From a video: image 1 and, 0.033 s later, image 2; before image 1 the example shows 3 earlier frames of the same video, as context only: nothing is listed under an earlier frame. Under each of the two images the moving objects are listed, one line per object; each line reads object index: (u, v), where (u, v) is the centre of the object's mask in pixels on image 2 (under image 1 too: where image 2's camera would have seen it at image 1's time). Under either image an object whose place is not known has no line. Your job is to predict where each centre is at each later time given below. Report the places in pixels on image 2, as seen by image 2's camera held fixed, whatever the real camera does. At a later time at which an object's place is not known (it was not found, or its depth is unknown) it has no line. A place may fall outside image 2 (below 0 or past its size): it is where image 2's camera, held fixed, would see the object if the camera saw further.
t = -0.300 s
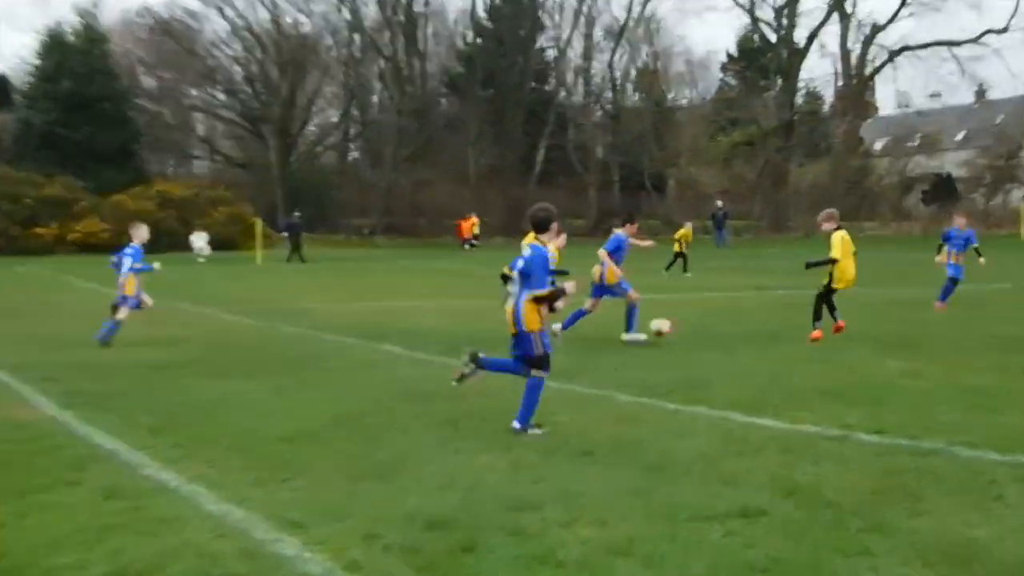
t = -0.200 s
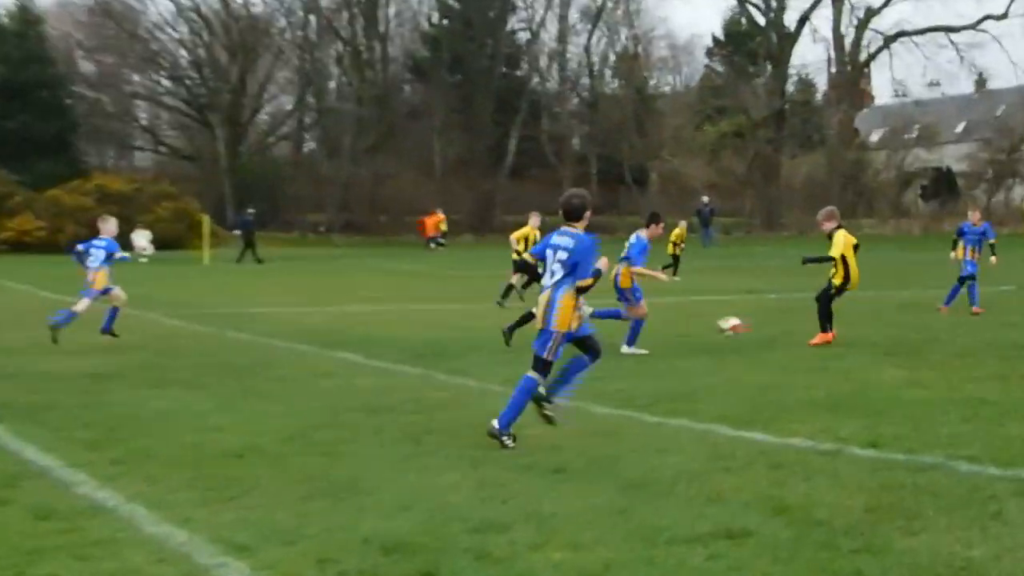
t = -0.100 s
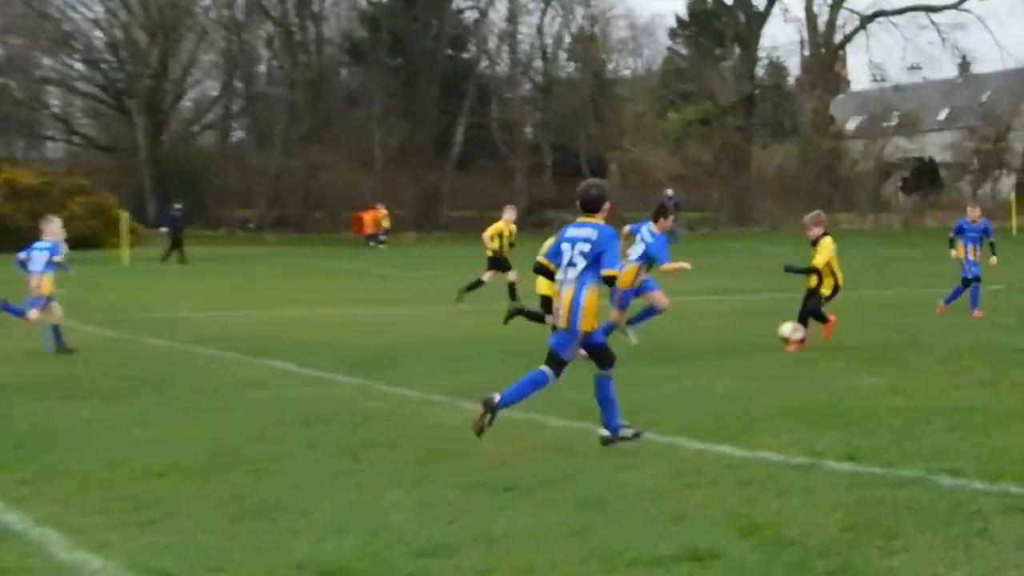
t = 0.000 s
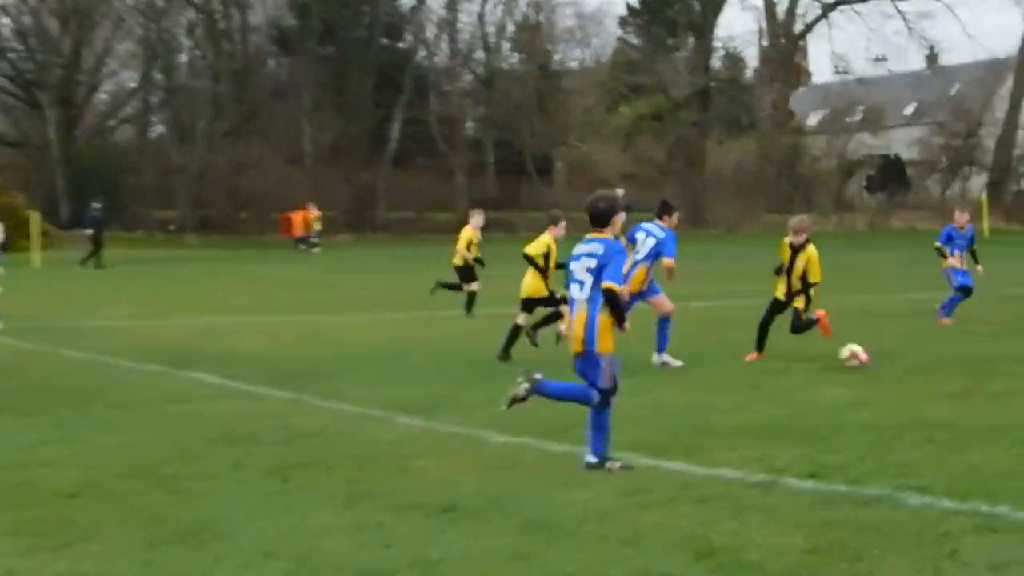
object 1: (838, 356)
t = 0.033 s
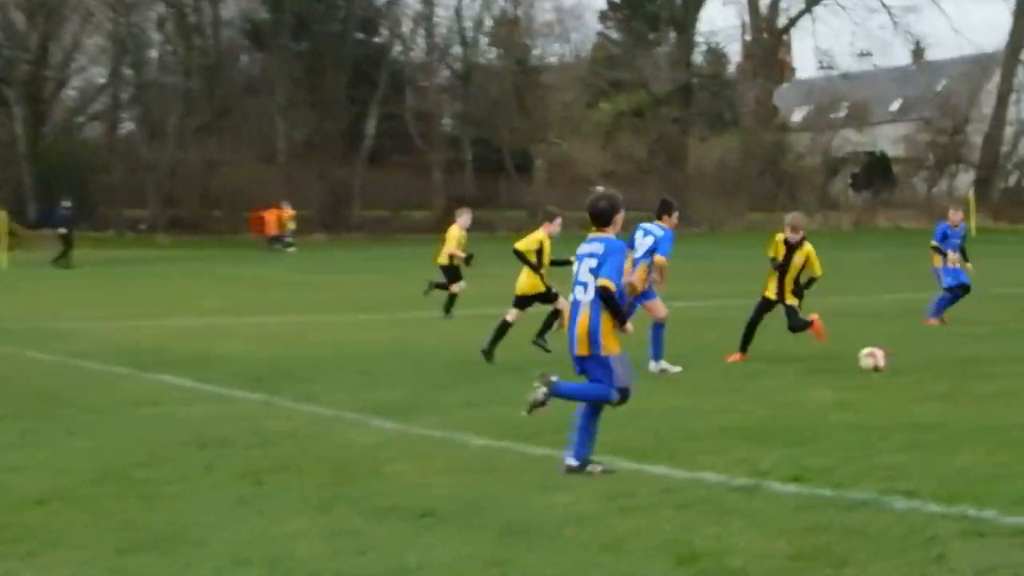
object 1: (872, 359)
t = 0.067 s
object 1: (903, 357)
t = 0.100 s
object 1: (937, 356)
